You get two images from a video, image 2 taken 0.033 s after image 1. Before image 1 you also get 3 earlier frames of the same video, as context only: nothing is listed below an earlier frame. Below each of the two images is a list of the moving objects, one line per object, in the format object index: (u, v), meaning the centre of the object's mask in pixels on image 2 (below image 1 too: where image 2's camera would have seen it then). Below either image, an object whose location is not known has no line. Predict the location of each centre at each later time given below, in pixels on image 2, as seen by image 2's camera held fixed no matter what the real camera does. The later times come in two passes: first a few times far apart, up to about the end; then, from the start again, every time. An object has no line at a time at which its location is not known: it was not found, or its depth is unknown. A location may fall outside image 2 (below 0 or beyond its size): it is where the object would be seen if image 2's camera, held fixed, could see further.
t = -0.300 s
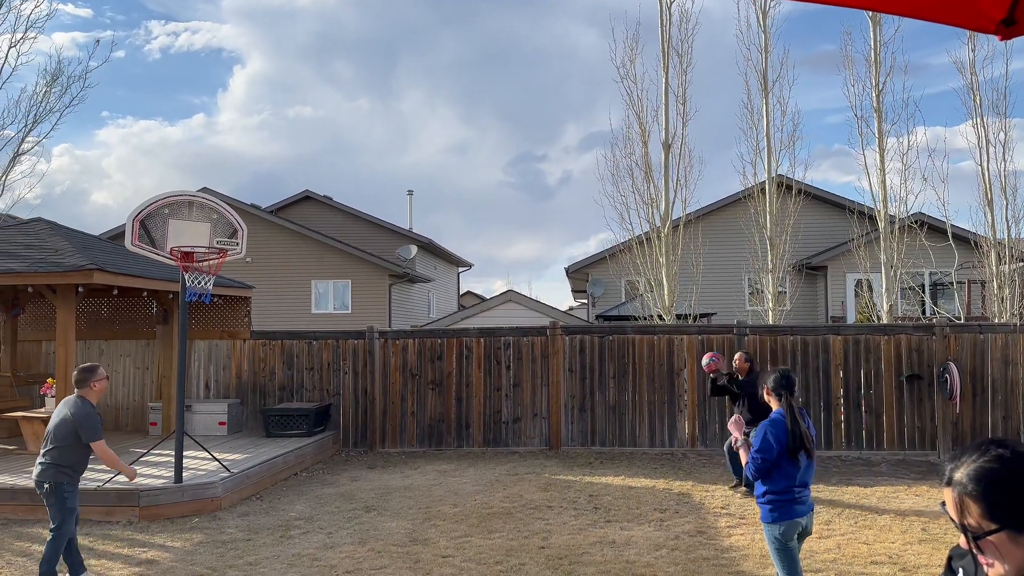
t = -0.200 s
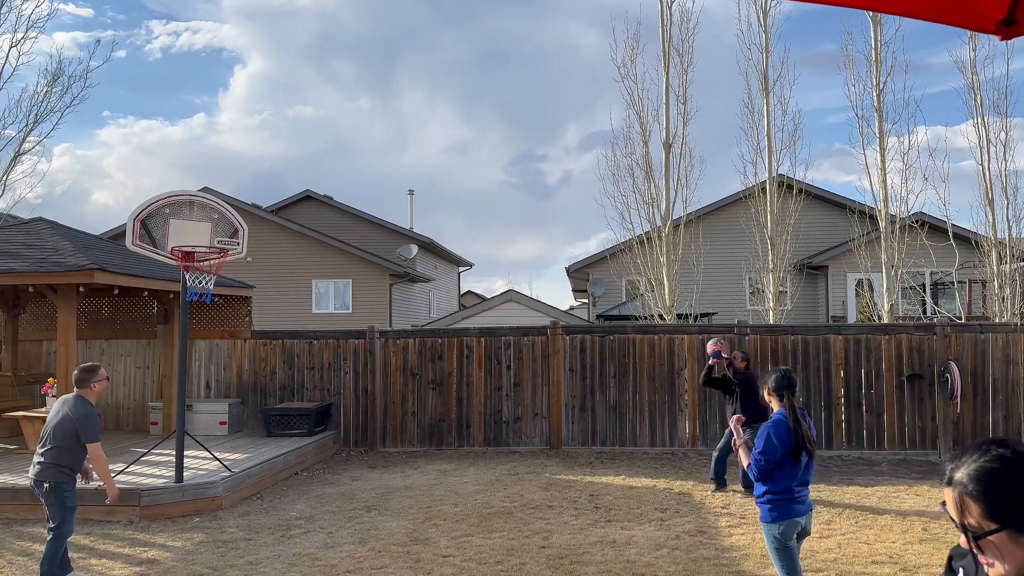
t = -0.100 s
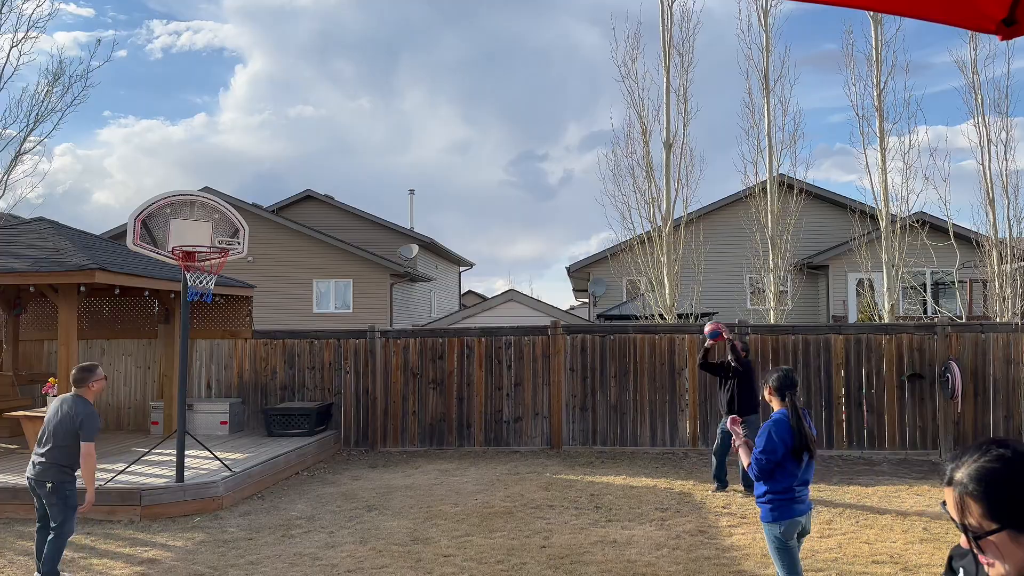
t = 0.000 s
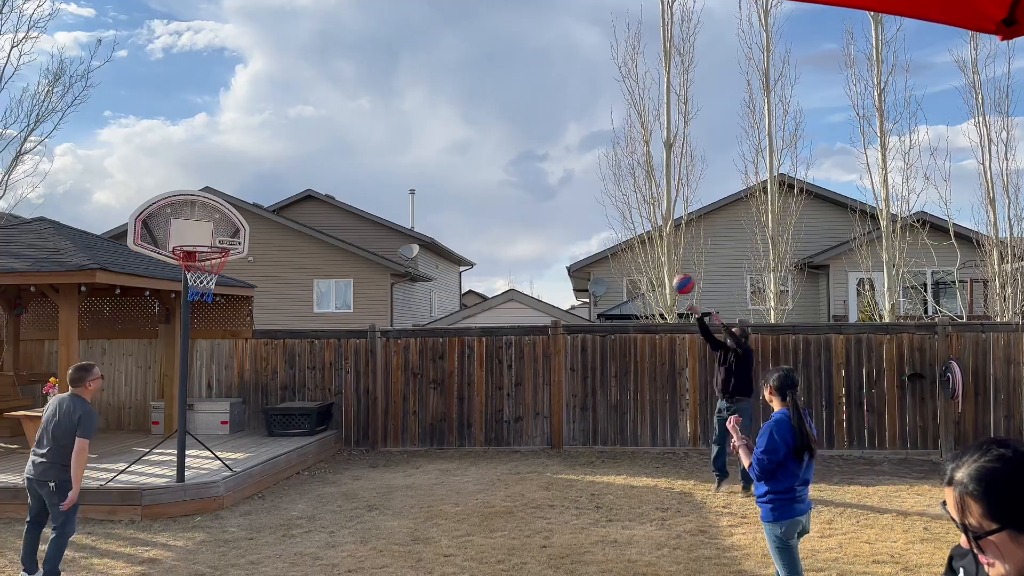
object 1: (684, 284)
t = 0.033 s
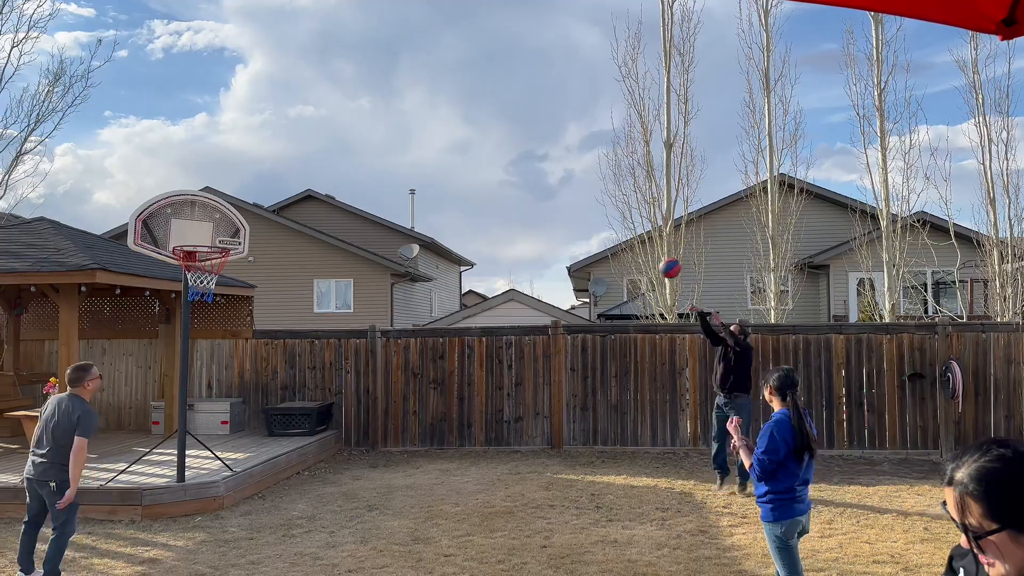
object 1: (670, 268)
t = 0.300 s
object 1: (560, 173)
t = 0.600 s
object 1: (431, 141)
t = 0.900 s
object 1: (291, 197)
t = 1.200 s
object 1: (278, 202)
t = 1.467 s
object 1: (341, 199)
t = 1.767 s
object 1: (409, 284)
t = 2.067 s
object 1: (475, 465)
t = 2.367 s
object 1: (508, 420)
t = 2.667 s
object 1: (536, 389)
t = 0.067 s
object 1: (656, 253)
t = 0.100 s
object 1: (643, 238)
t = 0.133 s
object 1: (629, 225)
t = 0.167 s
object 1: (615, 213)
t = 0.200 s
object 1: (602, 201)
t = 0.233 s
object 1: (588, 191)
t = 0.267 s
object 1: (574, 181)
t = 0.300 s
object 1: (560, 173)
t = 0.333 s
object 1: (546, 165)
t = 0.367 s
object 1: (531, 159)
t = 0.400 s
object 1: (517, 153)
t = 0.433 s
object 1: (503, 149)
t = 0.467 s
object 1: (489, 145)
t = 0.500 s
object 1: (475, 142)
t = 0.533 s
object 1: (460, 141)
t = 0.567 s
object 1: (445, 140)
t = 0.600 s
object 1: (431, 141)
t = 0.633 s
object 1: (416, 143)
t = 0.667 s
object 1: (401, 146)
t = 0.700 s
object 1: (385, 149)
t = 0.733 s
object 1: (370, 154)
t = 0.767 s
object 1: (355, 160)
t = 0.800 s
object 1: (339, 168)
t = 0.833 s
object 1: (323, 176)
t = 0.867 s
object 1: (307, 185)
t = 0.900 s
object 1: (291, 197)
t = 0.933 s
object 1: (275, 209)
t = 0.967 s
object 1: (258, 222)
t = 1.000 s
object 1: (242, 237)
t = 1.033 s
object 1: (237, 241)
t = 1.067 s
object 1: (245, 230)
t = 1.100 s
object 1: (253, 221)
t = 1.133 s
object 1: (261, 213)
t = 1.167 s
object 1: (269, 207)
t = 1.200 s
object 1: (278, 202)
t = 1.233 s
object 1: (285, 197)
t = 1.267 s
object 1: (293, 194)
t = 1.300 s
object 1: (301, 192)
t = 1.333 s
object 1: (309, 191)
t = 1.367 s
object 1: (317, 191)
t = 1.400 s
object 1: (325, 193)
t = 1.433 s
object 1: (333, 195)
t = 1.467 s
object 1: (341, 199)
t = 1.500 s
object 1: (348, 204)
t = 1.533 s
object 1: (356, 210)
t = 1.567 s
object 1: (364, 217)
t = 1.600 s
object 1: (371, 225)
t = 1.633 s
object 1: (379, 235)
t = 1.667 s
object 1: (386, 245)
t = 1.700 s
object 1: (394, 257)
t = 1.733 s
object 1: (401, 270)
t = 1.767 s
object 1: (409, 284)
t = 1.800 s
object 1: (417, 299)
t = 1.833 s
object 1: (424, 316)
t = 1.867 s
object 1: (431, 333)
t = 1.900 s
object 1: (439, 351)
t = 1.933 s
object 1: (446, 372)
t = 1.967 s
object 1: (453, 392)
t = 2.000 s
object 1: (461, 416)
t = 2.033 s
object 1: (468, 439)
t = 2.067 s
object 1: (475, 465)
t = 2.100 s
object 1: (482, 492)
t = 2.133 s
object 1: (488, 513)
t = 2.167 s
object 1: (491, 496)
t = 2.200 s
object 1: (494, 480)
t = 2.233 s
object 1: (497, 466)
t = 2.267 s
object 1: (500, 452)
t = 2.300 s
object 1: (502, 441)
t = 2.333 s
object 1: (505, 429)
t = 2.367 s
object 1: (508, 420)
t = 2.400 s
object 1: (511, 411)
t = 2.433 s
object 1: (513, 404)
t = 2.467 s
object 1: (517, 398)
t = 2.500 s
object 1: (520, 393)
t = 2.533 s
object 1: (523, 390)
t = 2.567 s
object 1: (526, 388)
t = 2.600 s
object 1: (529, 387)
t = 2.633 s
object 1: (533, 387)
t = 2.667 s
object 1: (536, 389)
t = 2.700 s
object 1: (539, 392)
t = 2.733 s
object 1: (543, 396)
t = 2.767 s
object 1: (546, 401)
